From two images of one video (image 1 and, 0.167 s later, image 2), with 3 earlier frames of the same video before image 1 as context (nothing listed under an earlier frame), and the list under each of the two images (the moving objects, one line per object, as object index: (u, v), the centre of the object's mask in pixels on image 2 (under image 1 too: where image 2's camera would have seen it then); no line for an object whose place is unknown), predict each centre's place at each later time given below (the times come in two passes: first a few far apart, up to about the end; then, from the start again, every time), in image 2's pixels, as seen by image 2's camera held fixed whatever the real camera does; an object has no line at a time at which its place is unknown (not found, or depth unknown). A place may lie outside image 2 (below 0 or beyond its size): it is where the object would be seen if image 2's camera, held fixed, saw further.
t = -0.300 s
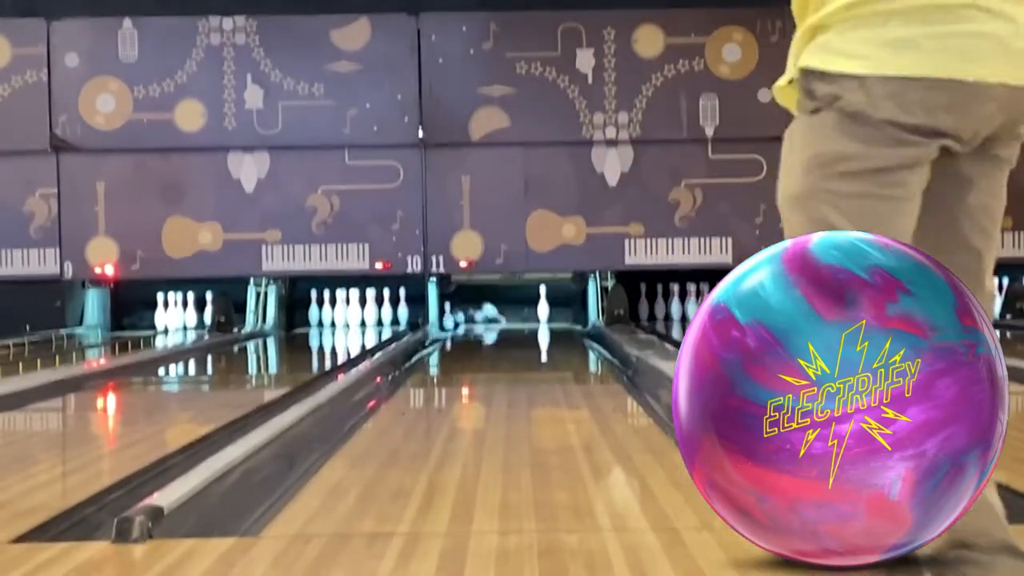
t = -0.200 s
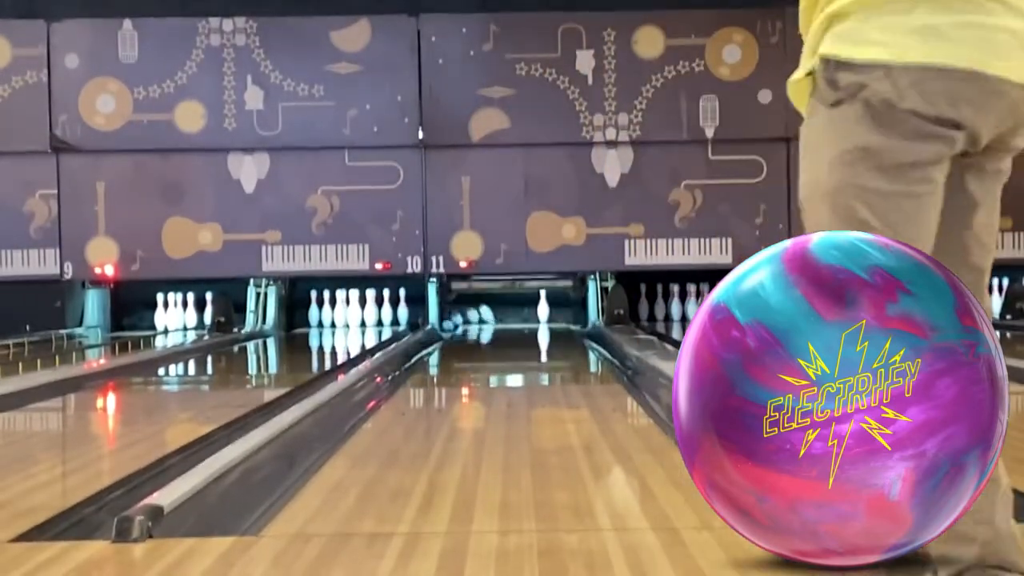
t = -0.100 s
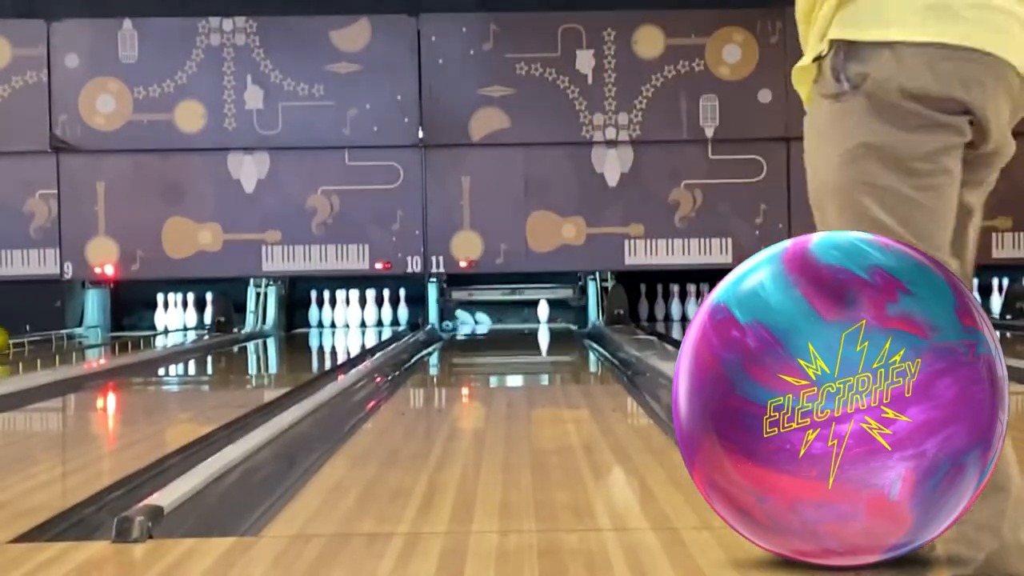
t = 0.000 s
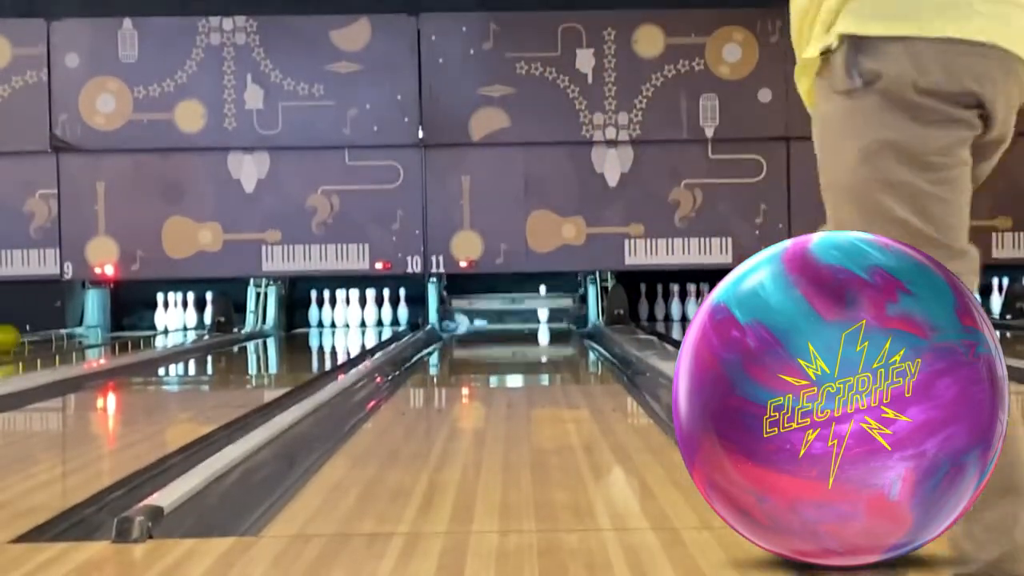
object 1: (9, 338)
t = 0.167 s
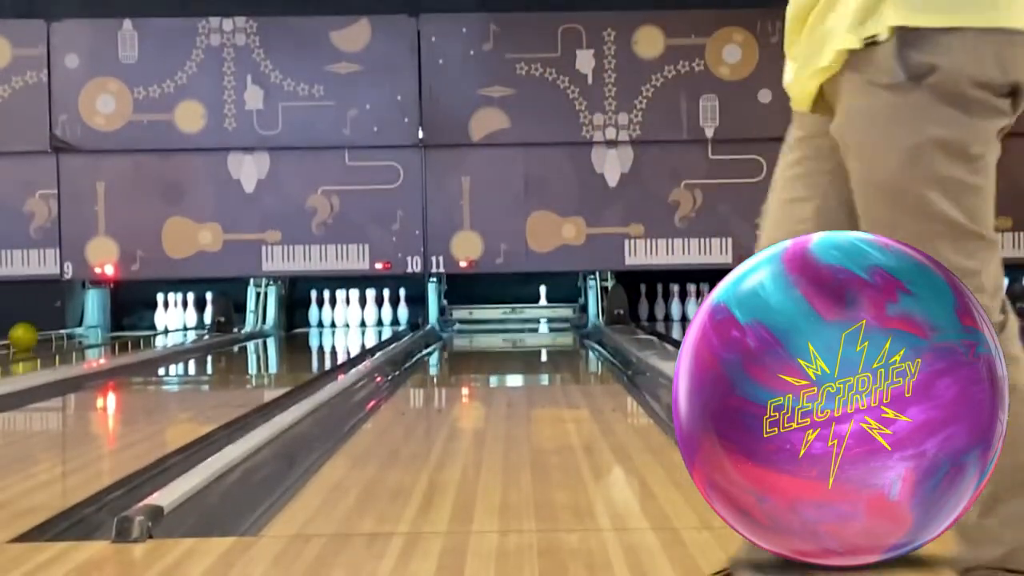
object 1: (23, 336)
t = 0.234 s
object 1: (29, 335)
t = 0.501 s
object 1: (52, 333)
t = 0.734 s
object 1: (67, 330)
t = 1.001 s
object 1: (83, 329)
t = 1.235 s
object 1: (94, 327)
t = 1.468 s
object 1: (107, 326)
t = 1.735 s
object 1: (120, 323)
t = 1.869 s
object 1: (127, 324)
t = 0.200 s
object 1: (26, 336)
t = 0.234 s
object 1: (29, 335)
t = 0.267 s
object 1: (32, 335)
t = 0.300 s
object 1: (35, 334)
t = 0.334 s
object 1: (38, 334)
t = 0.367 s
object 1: (41, 334)
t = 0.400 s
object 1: (44, 333)
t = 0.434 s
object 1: (46, 333)
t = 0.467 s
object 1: (49, 333)
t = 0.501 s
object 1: (52, 333)
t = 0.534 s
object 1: (53, 332)
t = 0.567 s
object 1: (56, 332)
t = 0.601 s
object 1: (58, 331)
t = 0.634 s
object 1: (61, 330)
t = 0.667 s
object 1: (63, 330)
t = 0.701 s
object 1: (65, 330)
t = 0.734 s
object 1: (67, 330)
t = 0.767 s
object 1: (69, 330)
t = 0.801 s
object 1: (71, 330)
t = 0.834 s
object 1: (73, 329)
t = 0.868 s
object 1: (75, 329)
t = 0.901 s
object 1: (77, 329)
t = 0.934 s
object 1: (80, 329)
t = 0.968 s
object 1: (81, 328)
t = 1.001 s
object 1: (83, 329)
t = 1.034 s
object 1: (85, 328)
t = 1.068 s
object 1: (86, 328)
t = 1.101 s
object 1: (88, 328)
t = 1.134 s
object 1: (90, 327)
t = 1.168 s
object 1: (91, 327)
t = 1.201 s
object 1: (93, 327)
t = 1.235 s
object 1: (94, 327)
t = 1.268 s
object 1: (96, 326)
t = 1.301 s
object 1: (99, 326)
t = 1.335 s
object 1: (101, 326)
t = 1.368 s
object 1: (102, 326)
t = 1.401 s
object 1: (104, 327)
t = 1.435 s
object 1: (106, 327)
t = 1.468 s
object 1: (107, 326)
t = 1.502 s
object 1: (109, 325)
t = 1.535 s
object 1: (110, 325)
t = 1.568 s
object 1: (112, 325)
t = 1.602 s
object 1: (114, 324)
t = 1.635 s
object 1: (115, 324)
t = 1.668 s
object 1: (117, 324)
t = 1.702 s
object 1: (118, 323)
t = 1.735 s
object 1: (120, 323)
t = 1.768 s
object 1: (122, 322)
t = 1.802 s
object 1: (123, 323)
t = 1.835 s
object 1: (124, 323)
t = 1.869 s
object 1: (127, 324)
